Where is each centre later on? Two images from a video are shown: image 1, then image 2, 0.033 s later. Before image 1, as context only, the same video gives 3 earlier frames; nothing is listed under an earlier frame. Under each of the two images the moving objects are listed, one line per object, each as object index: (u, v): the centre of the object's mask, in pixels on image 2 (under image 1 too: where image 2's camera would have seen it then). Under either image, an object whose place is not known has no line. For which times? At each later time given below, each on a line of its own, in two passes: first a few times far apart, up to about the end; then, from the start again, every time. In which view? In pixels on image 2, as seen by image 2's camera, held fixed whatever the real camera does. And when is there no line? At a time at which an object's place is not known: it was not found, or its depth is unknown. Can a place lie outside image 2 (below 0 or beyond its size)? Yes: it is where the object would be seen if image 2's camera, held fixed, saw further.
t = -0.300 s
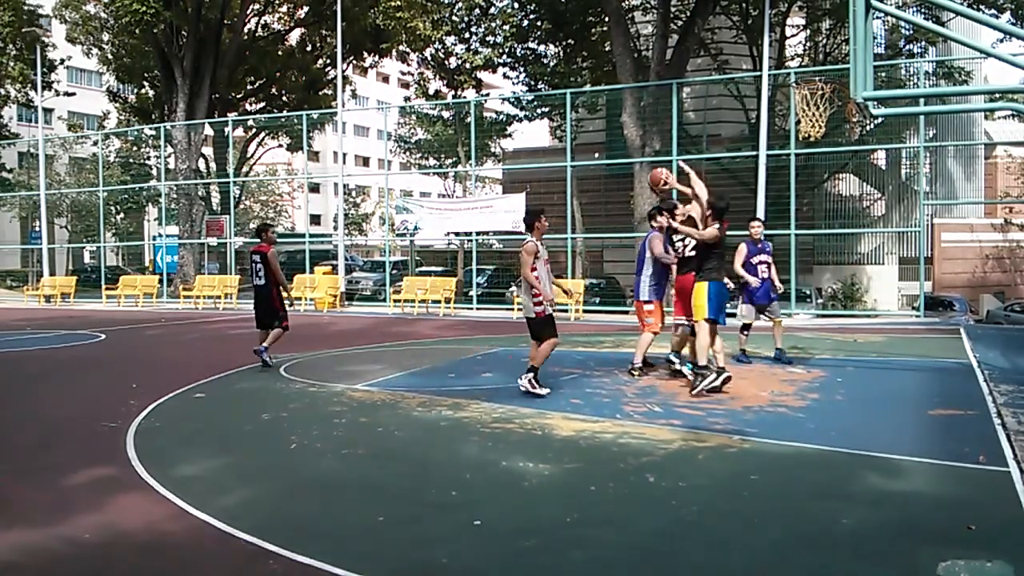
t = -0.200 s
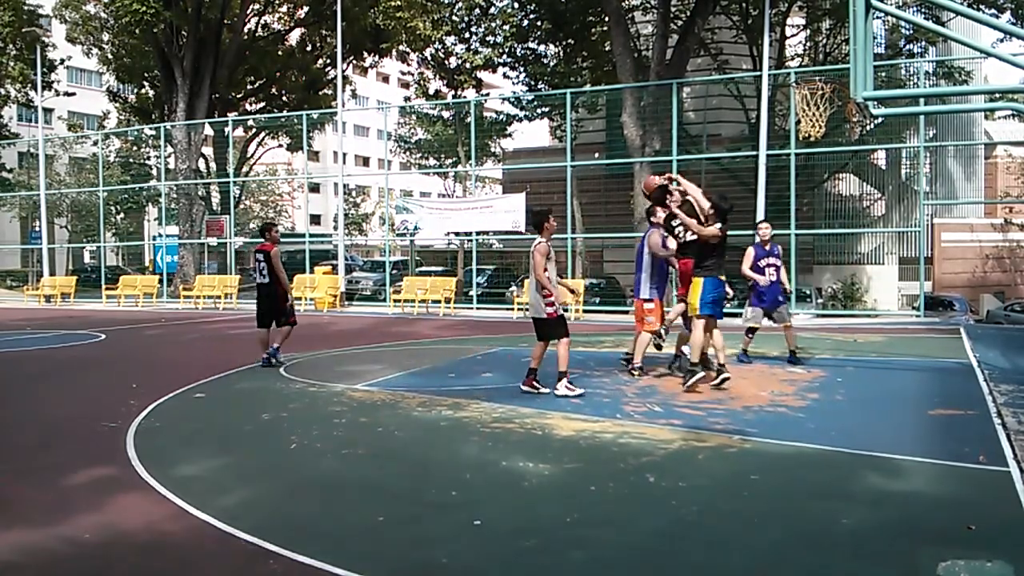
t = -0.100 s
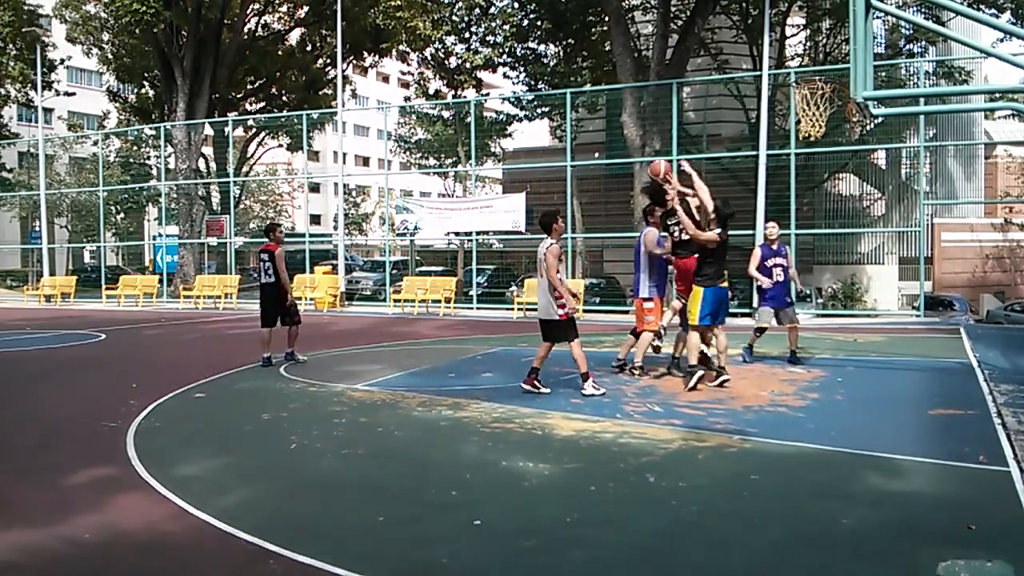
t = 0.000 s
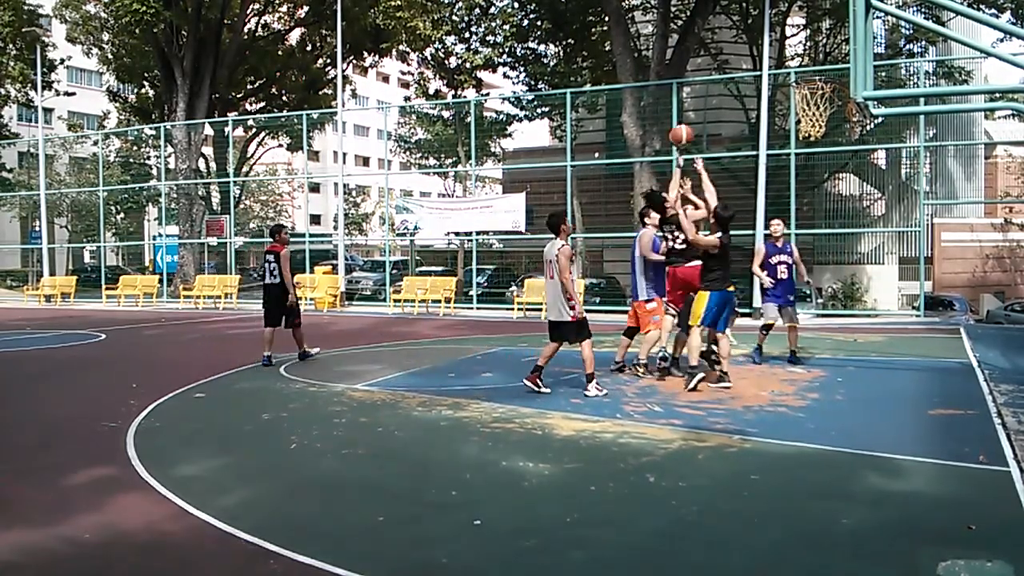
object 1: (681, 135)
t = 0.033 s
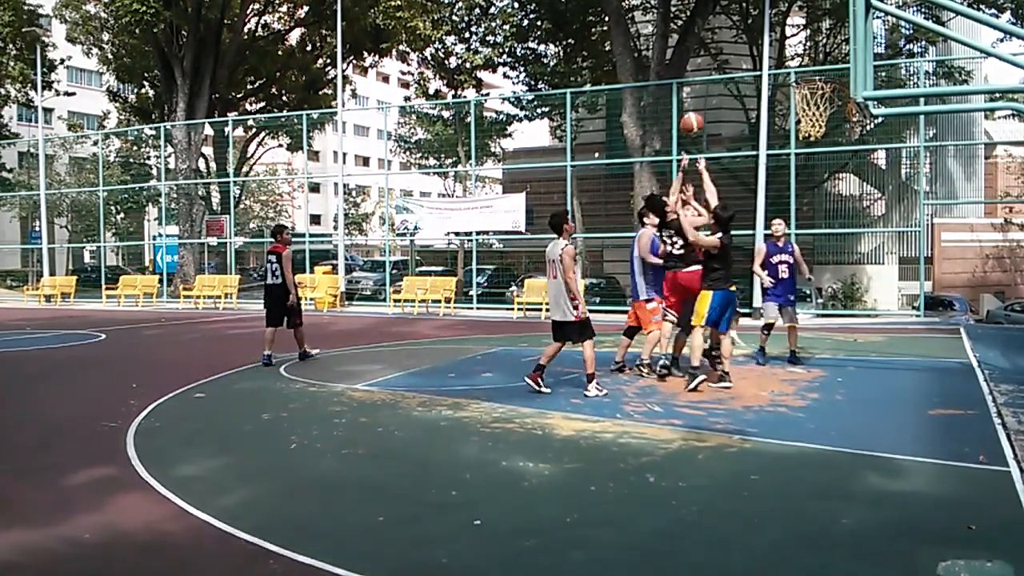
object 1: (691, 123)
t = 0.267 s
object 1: (768, 69)
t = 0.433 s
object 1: (823, 62)
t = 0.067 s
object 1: (702, 112)
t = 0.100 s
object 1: (714, 103)
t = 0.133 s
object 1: (724, 94)
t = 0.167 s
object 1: (735, 87)
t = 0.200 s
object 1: (746, 80)
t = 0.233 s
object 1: (756, 75)
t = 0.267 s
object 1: (768, 69)
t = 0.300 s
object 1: (780, 66)
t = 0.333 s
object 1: (790, 64)
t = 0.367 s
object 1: (802, 61)
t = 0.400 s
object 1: (812, 61)
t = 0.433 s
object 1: (823, 62)
